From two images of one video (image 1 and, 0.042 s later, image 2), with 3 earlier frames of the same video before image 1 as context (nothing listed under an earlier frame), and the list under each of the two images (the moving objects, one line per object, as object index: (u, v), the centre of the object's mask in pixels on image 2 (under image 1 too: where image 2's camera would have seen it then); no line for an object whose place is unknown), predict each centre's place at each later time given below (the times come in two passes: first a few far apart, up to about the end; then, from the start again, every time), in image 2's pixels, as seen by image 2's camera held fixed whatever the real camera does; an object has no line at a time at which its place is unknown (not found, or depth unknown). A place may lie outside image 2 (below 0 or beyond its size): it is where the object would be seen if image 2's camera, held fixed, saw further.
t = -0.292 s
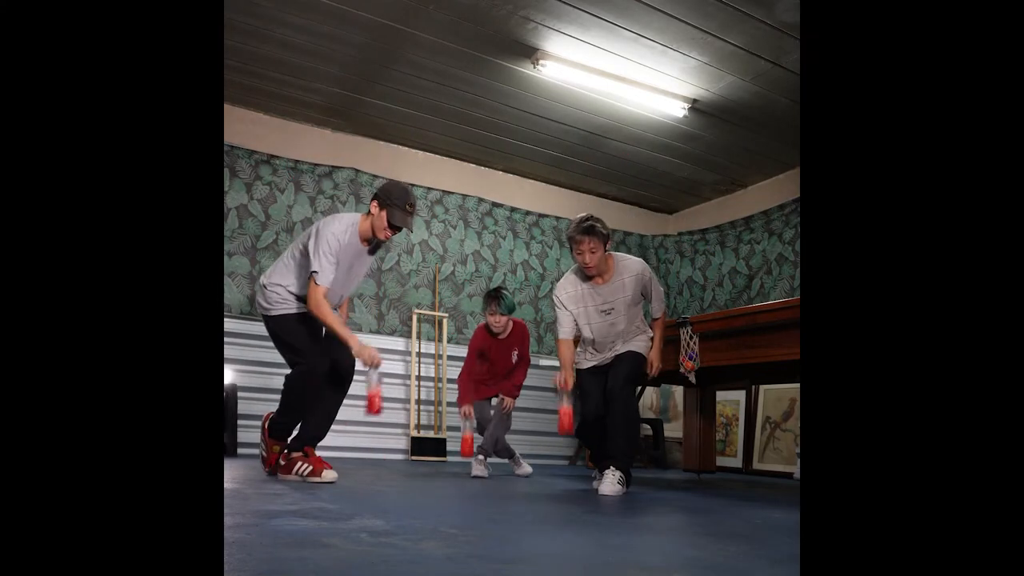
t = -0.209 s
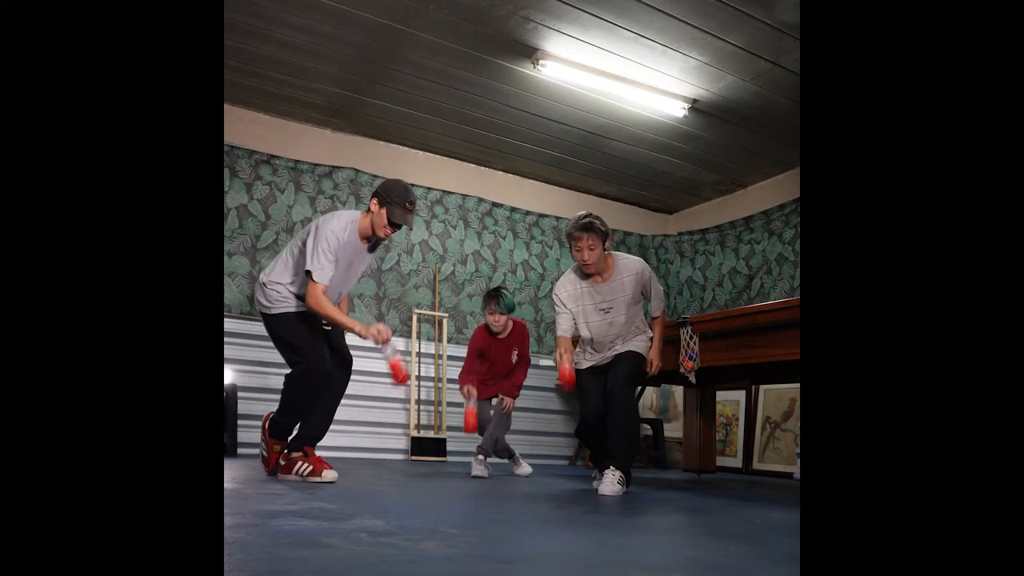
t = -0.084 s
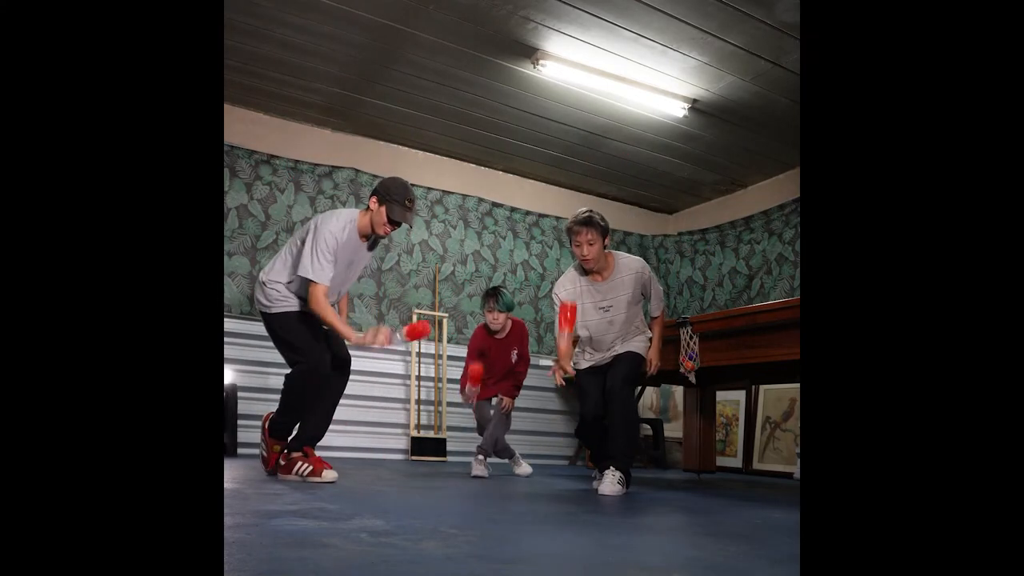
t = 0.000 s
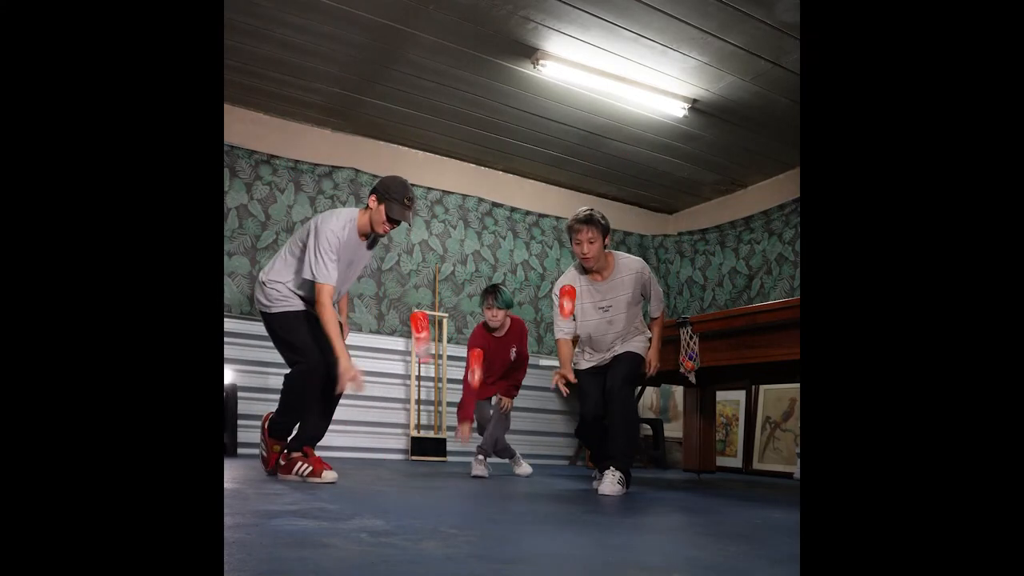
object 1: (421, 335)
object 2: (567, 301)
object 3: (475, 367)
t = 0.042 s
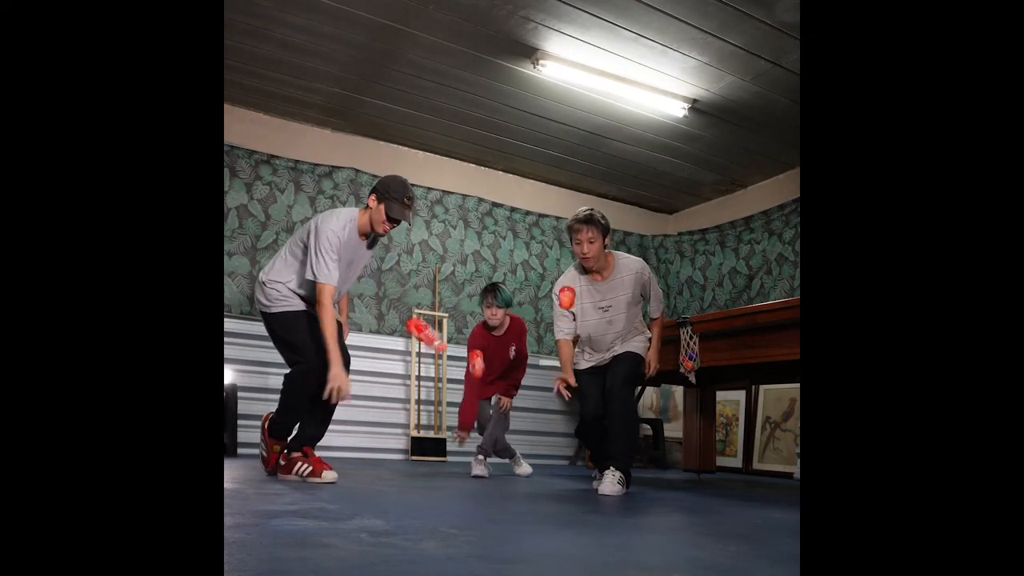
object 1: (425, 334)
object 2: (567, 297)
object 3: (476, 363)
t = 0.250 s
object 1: (426, 416)
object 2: (561, 348)
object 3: (474, 409)
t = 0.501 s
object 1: (433, 470)
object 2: (553, 477)
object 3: (471, 465)
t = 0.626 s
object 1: (439, 472)
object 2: (552, 477)
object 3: (470, 471)
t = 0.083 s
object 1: (429, 339)
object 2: (566, 299)
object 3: (477, 364)
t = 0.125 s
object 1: (429, 349)
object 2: (565, 304)
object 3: (477, 368)
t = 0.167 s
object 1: (428, 366)
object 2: (564, 315)
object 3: (477, 378)
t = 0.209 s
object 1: (428, 387)
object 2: (563, 328)
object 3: (475, 394)
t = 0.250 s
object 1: (426, 416)
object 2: (561, 348)
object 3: (474, 409)
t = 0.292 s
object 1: (425, 447)
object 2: (560, 372)
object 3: (473, 431)
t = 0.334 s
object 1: (424, 468)
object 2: (558, 403)
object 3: (471, 464)
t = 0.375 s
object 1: (426, 469)
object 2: (556, 441)
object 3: (471, 465)
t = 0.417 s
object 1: (429, 469)
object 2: (553, 476)
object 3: (471, 465)
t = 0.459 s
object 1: (431, 469)
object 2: (553, 476)
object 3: (471, 466)
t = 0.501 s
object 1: (433, 470)
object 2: (553, 477)
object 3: (471, 465)
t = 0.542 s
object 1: (435, 470)
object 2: (553, 477)
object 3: (471, 466)
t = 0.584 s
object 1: (437, 471)
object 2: (552, 477)
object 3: (470, 468)
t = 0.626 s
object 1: (439, 472)
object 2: (552, 477)
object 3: (470, 471)
